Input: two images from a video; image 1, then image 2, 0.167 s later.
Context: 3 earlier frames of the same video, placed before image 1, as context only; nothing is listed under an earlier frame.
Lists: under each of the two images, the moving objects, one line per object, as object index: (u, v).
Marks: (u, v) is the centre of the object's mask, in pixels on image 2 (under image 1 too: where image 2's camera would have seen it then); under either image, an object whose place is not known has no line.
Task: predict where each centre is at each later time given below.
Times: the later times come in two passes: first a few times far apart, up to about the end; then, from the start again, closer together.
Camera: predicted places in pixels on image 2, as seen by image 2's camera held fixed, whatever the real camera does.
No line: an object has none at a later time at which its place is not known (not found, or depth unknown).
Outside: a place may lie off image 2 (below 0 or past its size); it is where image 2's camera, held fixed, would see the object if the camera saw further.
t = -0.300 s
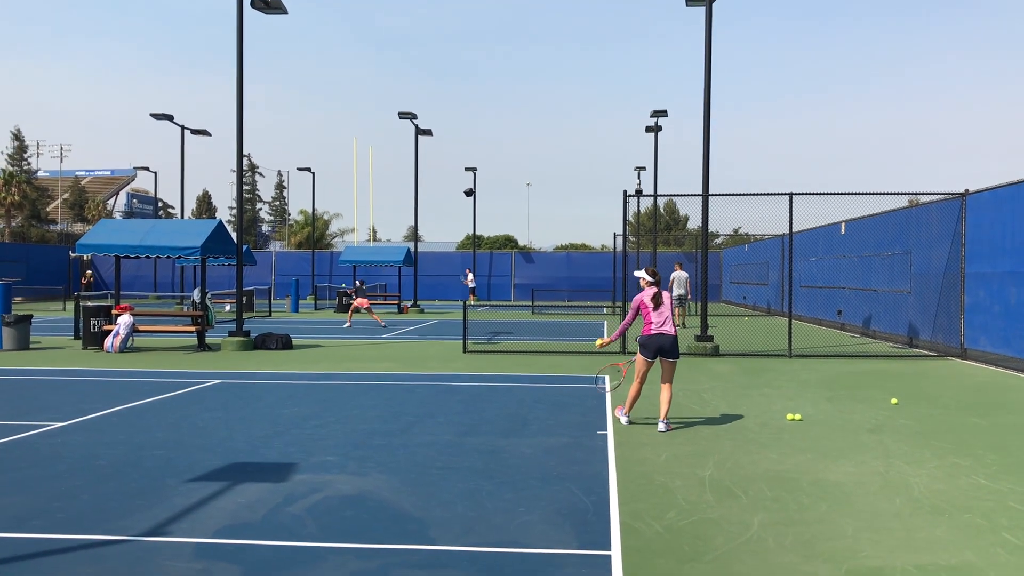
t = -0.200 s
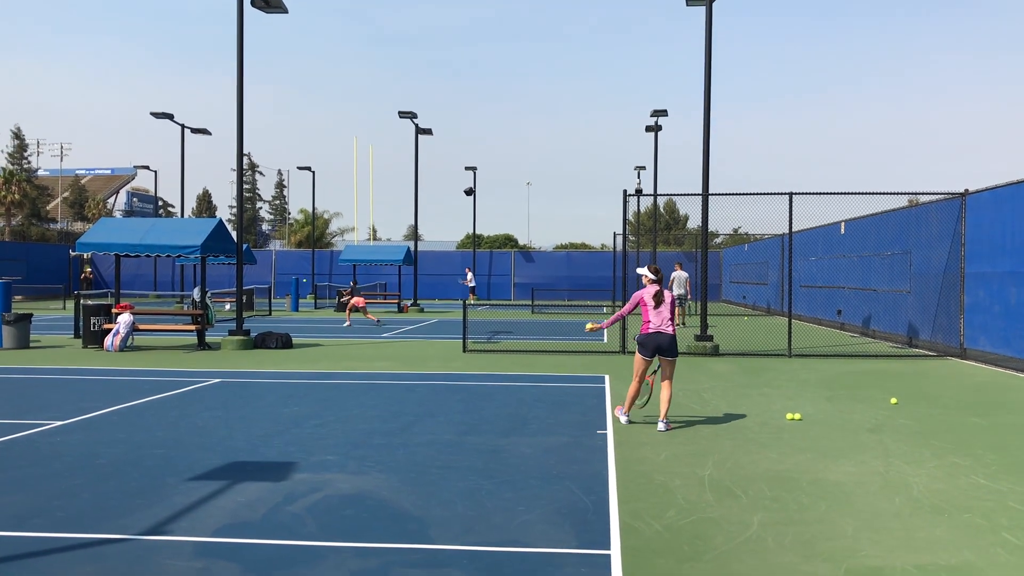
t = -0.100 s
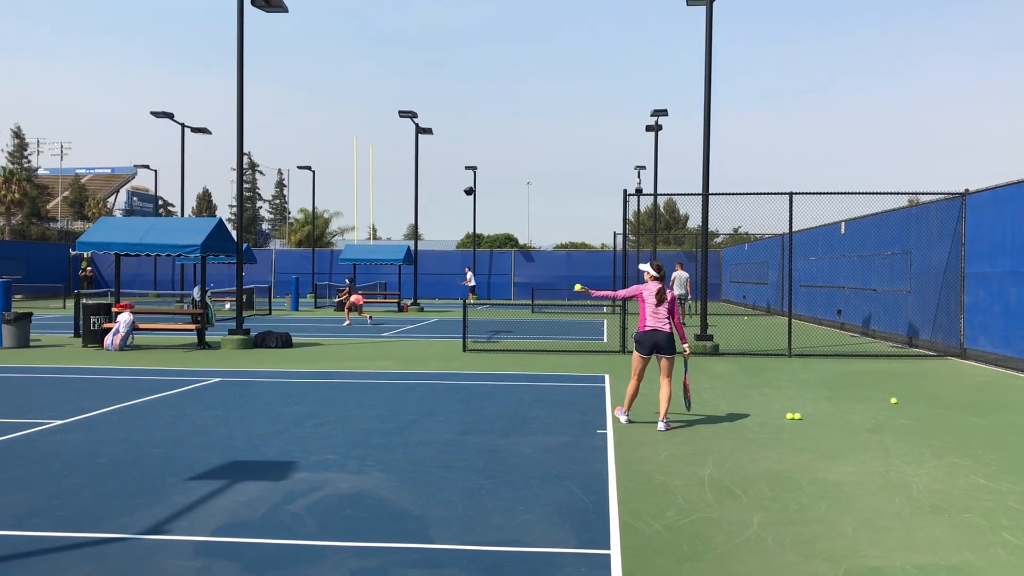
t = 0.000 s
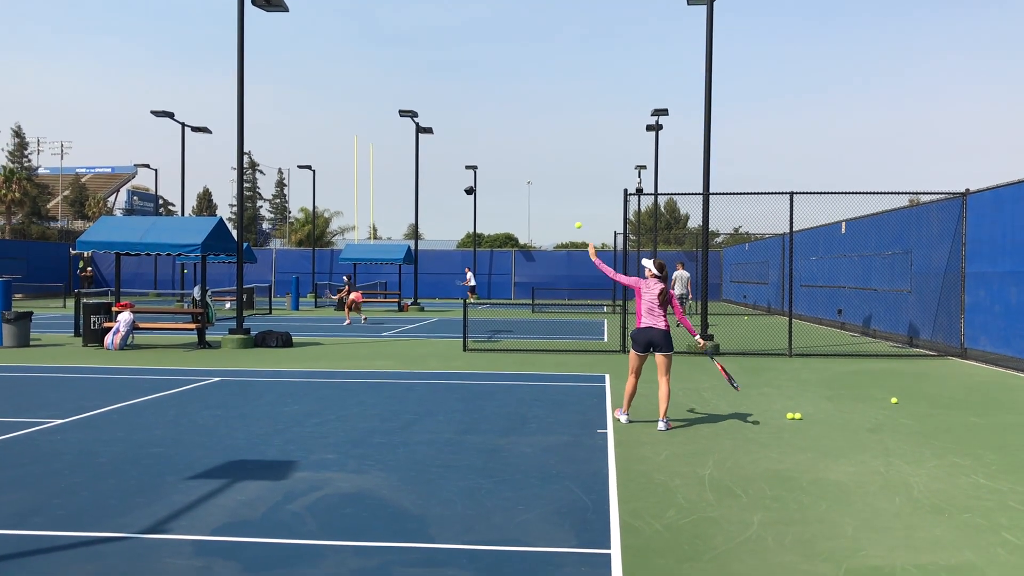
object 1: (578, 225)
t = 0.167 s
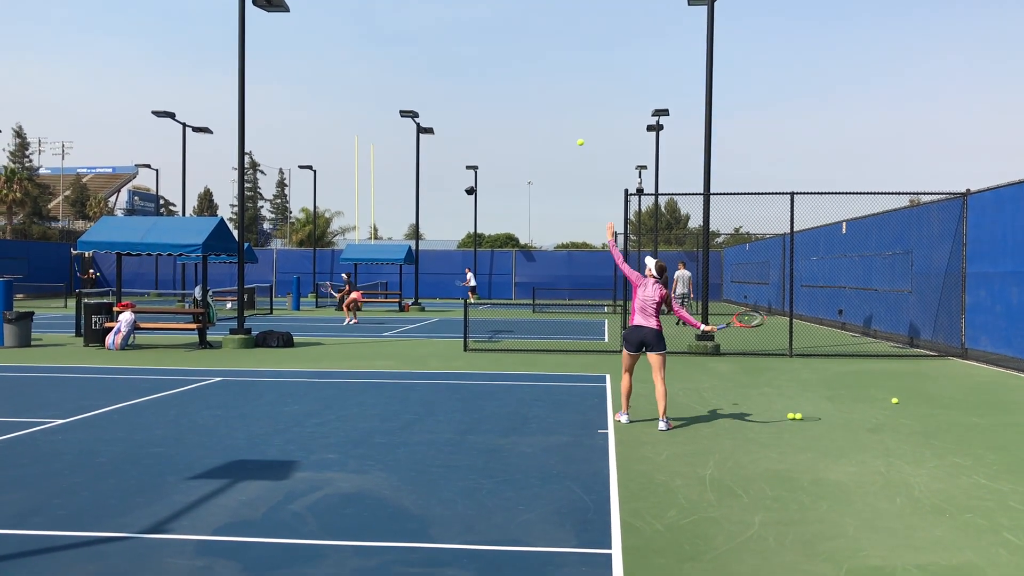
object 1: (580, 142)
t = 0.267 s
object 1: (581, 105)
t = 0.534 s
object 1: (582, 54)
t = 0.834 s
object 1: (582, 79)
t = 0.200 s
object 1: (581, 129)
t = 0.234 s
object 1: (581, 116)
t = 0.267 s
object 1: (581, 105)
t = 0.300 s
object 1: (581, 95)
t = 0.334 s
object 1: (581, 86)
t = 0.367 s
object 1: (581, 78)
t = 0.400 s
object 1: (582, 71)
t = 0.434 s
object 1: (582, 65)
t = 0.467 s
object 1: (582, 60)
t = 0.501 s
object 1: (582, 57)
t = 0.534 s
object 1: (582, 54)
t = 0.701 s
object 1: (582, 57)
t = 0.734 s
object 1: (582, 61)
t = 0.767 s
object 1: (582, 66)
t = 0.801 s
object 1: (582, 72)
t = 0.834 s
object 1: (582, 79)
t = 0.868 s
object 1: (582, 87)
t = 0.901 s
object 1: (582, 96)
